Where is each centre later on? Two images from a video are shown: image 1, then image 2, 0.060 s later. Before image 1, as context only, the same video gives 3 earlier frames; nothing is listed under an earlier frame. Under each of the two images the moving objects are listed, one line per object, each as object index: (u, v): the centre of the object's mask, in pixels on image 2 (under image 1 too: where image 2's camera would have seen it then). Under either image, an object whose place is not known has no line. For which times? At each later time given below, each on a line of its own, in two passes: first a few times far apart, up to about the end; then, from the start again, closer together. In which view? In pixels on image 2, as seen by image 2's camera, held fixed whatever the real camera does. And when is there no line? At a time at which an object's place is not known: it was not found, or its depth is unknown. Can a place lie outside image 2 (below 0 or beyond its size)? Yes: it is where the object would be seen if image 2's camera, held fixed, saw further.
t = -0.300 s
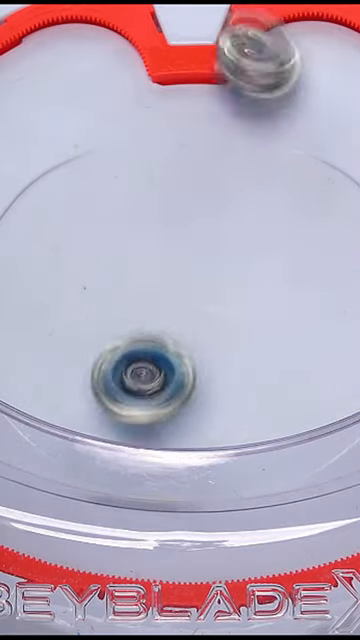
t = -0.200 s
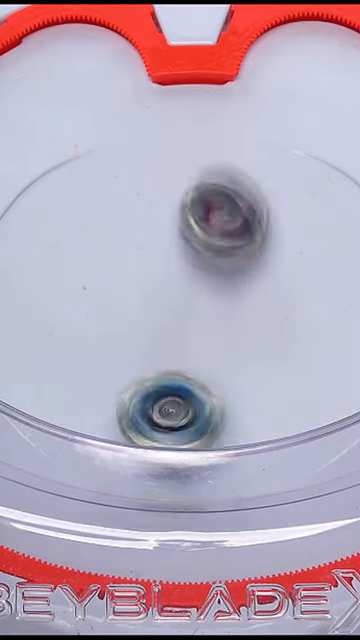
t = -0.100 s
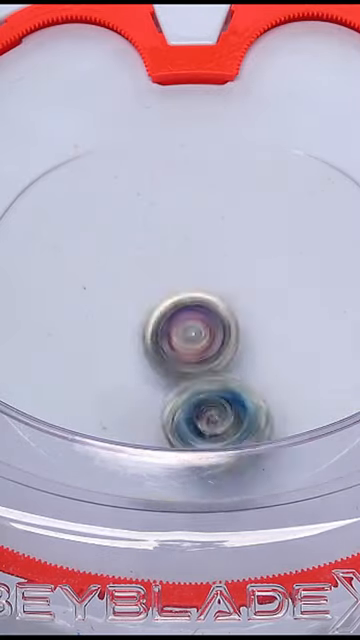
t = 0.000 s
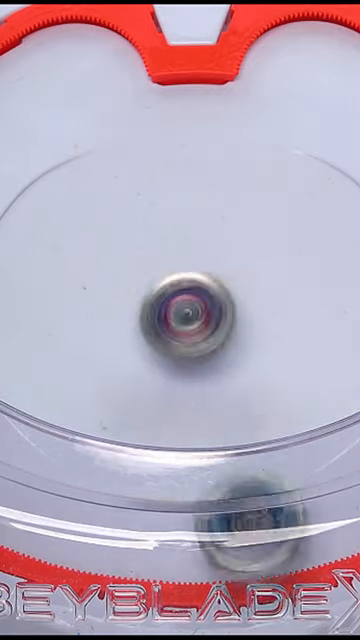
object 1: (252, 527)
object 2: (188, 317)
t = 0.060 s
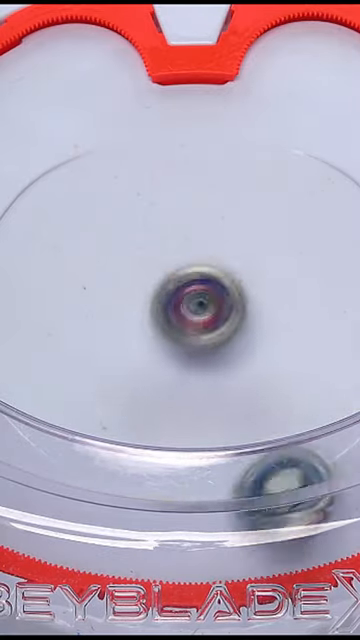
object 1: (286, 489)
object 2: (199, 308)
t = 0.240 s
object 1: (336, 369)
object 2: (247, 249)
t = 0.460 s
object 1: (286, 384)
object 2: (85, 140)
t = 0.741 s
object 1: (186, 392)
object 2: (107, 325)
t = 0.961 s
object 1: (281, 409)
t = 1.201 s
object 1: (260, 351)
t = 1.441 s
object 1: (122, 309)
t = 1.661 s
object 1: (78, 322)
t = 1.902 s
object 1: (145, 291)
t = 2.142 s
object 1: (181, 216)
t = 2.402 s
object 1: (184, 218)
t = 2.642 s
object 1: (231, 278)
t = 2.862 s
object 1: (272, 302)
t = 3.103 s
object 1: (246, 307)
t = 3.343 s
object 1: (179, 322)
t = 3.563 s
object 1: (147, 330)
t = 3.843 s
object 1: (109, 325)
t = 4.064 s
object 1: (139, 288)
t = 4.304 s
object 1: (81, 174)
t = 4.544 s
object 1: (67, 238)
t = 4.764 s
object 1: (227, 216)
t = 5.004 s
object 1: (286, 88)
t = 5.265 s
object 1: (316, 53)
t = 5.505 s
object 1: (287, 105)
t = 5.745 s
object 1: (195, 261)
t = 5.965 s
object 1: (319, 219)
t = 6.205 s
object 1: (281, 226)
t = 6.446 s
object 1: (252, 328)
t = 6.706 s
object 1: (299, 327)
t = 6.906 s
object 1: (225, 295)
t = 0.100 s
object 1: (306, 445)
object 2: (214, 304)
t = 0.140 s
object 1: (317, 410)
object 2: (232, 302)
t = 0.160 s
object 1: (319, 393)
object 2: (243, 301)
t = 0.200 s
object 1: (323, 361)
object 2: (261, 293)
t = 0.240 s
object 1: (336, 369)
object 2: (247, 249)
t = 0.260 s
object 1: (339, 375)
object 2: (238, 229)
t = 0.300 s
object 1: (333, 376)
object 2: (216, 195)
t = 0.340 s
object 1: (325, 375)
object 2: (189, 169)
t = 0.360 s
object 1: (320, 375)
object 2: (173, 158)
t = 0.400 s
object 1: (309, 377)
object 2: (139, 143)
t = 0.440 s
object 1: (294, 382)
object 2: (101, 139)
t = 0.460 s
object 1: (286, 384)
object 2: (85, 140)
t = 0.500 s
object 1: (273, 391)
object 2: (54, 153)
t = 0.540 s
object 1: (258, 395)
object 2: (38, 180)
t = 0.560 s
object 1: (252, 396)
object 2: (34, 193)
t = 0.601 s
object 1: (237, 398)
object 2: (33, 224)
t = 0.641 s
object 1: (221, 398)
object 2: (37, 255)
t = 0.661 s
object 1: (215, 397)
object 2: (44, 273)
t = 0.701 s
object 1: (199, 394)
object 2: (71, 303)
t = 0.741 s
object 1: (186, 392)
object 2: (107, 325)
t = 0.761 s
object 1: (195, 410)
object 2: (115, 315)
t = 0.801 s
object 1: (227, 452)
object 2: (121, 280)
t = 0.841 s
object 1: (247, 449)
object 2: (126, 249)
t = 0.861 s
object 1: (253, 444)
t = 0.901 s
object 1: (267, 428)
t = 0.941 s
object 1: (277, 416)
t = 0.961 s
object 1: (281, 409)
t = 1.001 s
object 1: (289, 400)
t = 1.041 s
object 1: (294, 393)
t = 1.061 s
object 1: (294, 389)
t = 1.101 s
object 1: (290, 380)
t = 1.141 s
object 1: (282, 369)
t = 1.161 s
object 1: (276, 363)
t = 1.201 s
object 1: (260, 351)
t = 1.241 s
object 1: (241, 339)
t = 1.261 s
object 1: (230, 334)
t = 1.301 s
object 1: (207, 324)
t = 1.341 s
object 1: (181, 316)
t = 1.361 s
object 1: (169, 314)
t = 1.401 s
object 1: (144, 310)
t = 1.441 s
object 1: (122, 309)
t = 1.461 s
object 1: (113, 310)
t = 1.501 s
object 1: (94, 311)
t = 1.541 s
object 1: (83, 314)
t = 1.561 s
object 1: (80, 316)
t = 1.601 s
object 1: (76, 320)
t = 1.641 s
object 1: (76, 322)
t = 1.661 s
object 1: (78, 322)
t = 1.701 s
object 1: (85, 323)
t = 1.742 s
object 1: (93, 321)
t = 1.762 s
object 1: (99, 318)
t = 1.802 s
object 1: (111, 313)
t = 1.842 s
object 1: (125, 306)
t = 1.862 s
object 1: (130, 302)
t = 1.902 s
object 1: (145, 291)
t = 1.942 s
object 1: (157, 278)
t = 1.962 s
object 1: (163, 271)
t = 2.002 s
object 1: (171, 257)
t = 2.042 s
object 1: (176, 242)
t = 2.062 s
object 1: (179, 237)
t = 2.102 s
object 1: (180, 226)
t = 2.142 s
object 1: (181, 216)
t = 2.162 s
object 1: (182, 212)
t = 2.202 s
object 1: (181, 206)
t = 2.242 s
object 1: (181, 204)
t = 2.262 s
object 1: (181, 203)
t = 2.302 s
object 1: (181, 204)
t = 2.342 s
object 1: (182, 208)
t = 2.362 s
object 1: (182, 211)
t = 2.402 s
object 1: (184, 218)
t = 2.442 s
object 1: (189, 227)
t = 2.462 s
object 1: (191, 231)
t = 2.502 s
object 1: (197, 242)
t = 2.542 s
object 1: (206, 253)
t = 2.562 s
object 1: (211, 259)
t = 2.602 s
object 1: (221, 269)
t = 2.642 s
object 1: (231, 278)
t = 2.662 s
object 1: (236, 282)
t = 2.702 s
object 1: (247, 289)
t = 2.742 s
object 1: (255, 293)
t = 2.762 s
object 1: (259, 295)
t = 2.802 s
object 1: (266, 298)
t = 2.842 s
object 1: (271, 301)
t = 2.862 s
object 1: (272, 302)
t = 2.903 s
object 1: (272, 302)
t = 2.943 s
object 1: (271, 303)
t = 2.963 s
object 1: (270, 304)
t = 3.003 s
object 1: (265, 305)
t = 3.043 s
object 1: (259, 306)
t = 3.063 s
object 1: (254, 306)
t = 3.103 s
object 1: (246, 307)
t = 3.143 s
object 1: (236, 308)
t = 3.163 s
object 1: (229, 310)
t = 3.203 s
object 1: (218, 312)
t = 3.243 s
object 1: (206, 315)
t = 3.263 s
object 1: (200, 315)
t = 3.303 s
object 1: (189, 319)
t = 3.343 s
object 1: (179, 322)
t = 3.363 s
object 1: (173, 323)
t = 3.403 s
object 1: (166, 325)
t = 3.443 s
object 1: (158, 328)
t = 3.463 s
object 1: (156, 330)
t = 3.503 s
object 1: (149, 331)
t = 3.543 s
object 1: (147, 330)
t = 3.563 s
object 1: (147, 330)
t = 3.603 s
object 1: (146, 329)
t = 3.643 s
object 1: (137, 327)
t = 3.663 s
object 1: (131, 328)
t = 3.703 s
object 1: (121, 328)
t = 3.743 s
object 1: (115, 328)
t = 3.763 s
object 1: (112, 328)
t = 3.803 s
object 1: (110, 328)
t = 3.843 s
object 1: (109, 325)
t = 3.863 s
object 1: (110, 324)
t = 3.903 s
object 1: (112, 319)
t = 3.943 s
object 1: (118, 314)
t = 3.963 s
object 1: (122, 311)
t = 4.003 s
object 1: (128, 302)
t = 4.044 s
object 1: (135, 294)
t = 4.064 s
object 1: (139, 288)
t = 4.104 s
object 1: (147, 277)
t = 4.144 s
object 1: (155, 267)
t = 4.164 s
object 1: (153, 249)
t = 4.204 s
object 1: (139, 231)
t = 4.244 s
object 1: (116, 203)
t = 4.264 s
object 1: (94, 182)
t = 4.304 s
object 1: (81, 174)
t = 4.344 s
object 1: (58, 164)
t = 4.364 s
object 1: (41, 163)
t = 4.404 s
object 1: (40, 174)
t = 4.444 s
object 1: (43, 197)
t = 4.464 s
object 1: (50, 217)
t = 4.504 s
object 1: (55, 225)
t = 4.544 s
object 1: (67, 238)
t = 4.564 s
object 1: (85, 251)
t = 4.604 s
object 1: (97, 256)
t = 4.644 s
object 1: (124, 264)
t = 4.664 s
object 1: (153, 269)
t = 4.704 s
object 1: (167, 269)
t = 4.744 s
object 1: (203, 243)
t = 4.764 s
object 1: (227, 216)
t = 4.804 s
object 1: (237, 203)
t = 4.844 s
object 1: (250, 177)
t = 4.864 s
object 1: (259, 155)
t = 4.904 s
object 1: (264, 142)
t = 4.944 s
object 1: (270, 120)
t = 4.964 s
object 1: (278, 98)
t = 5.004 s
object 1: (286, 88)
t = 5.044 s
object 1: (295, 70)
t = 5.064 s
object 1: (304, 58)
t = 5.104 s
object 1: (307, 54)
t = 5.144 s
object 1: (311, 48)
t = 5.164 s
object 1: (314, 46)
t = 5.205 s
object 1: (314, 48)
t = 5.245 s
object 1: (315, 49)
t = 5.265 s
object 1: (316, 53)
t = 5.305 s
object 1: (316, 54)
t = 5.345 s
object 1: (315, 62)
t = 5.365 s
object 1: (311, 70)
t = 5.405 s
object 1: (307, 74)
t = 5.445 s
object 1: (301, 84)
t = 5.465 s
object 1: (292, 97)
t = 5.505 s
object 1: (287, 105)
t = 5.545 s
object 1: (272, 123)
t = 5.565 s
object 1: (250, 147)
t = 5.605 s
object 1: (238, 160)
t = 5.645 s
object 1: (220, 192)
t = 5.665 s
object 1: (204, 223)
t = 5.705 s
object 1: (197, 239)
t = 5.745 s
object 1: (195, 261)
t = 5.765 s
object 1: (224, 260)
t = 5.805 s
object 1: (241, 256)
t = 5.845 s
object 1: (271, 248)
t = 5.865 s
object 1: (292, 240)
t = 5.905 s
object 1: (300, 238)
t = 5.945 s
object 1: (313, 226)
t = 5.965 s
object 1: (319, 219)
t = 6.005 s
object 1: (319, 216)
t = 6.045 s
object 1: (319, 212)
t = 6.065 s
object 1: (316, 211)
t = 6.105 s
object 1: (314, 211)
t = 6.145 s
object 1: (303, 213)
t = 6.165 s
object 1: (289, 221)
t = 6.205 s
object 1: (281, 226)
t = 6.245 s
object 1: (262, 241)
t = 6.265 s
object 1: (245, 260)
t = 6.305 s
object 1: (237, 269)
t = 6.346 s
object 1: (225, 291)
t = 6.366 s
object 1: (232, 310)
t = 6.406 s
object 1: (238, 317)
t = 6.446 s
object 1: (252, 328)
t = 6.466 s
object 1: (267, 335)
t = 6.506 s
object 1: (275, 340)
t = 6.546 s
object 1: (288, 341)
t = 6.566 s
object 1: (296, 341)
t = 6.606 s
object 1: (298, 339)
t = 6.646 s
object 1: (302, 336)
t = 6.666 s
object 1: (301, 330)
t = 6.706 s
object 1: (299, 327)
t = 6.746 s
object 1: (290, 320)
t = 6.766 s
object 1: (280, 313)
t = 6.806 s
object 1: (272, 310)
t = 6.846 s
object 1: (254, 303)
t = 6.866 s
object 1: (235, 298)
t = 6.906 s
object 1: (225, 295)
